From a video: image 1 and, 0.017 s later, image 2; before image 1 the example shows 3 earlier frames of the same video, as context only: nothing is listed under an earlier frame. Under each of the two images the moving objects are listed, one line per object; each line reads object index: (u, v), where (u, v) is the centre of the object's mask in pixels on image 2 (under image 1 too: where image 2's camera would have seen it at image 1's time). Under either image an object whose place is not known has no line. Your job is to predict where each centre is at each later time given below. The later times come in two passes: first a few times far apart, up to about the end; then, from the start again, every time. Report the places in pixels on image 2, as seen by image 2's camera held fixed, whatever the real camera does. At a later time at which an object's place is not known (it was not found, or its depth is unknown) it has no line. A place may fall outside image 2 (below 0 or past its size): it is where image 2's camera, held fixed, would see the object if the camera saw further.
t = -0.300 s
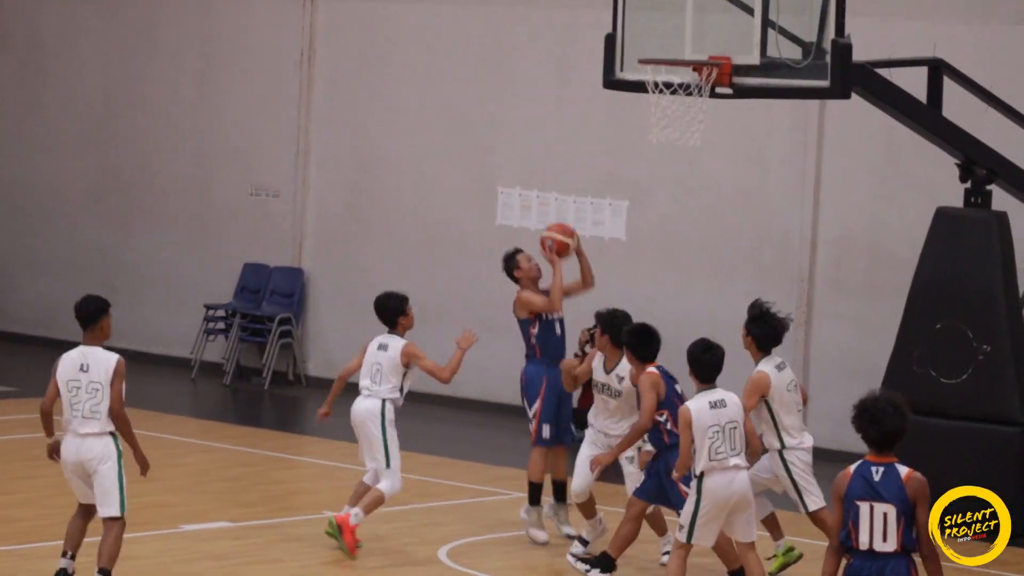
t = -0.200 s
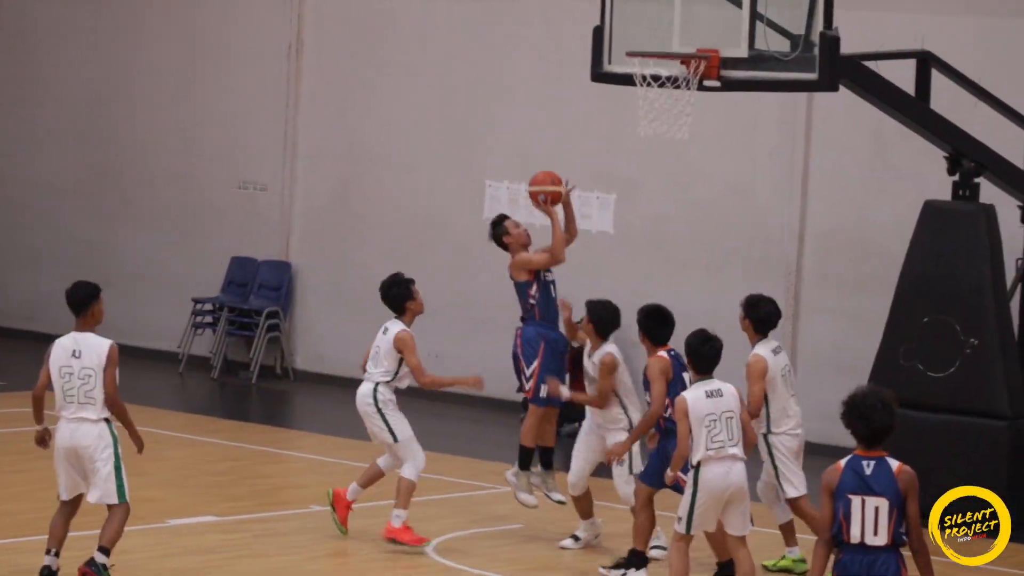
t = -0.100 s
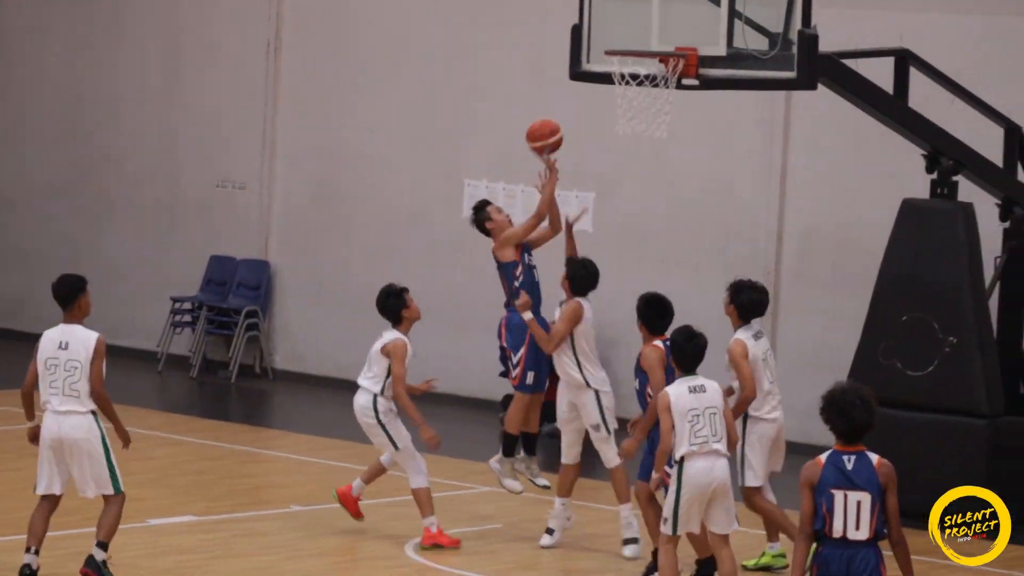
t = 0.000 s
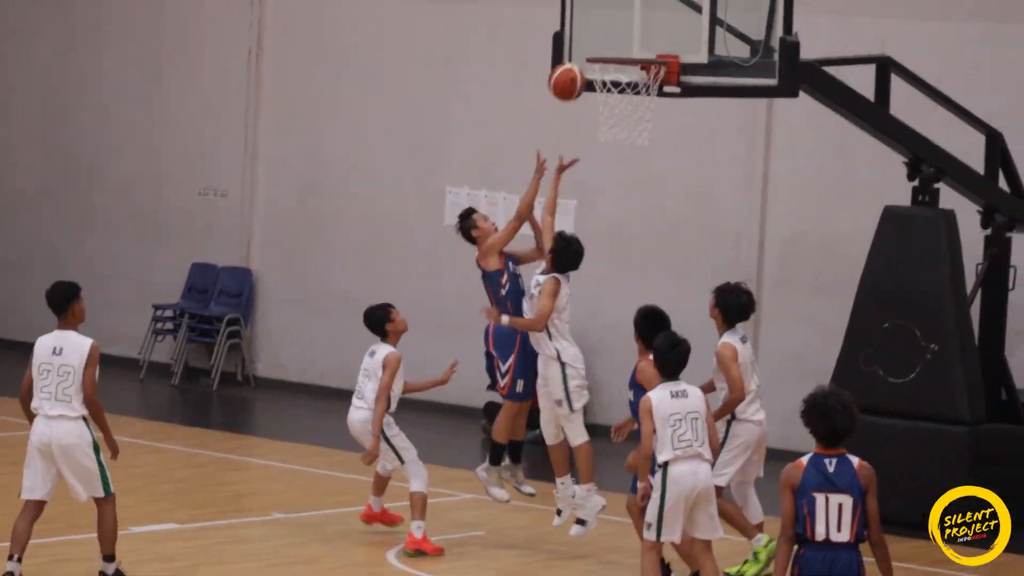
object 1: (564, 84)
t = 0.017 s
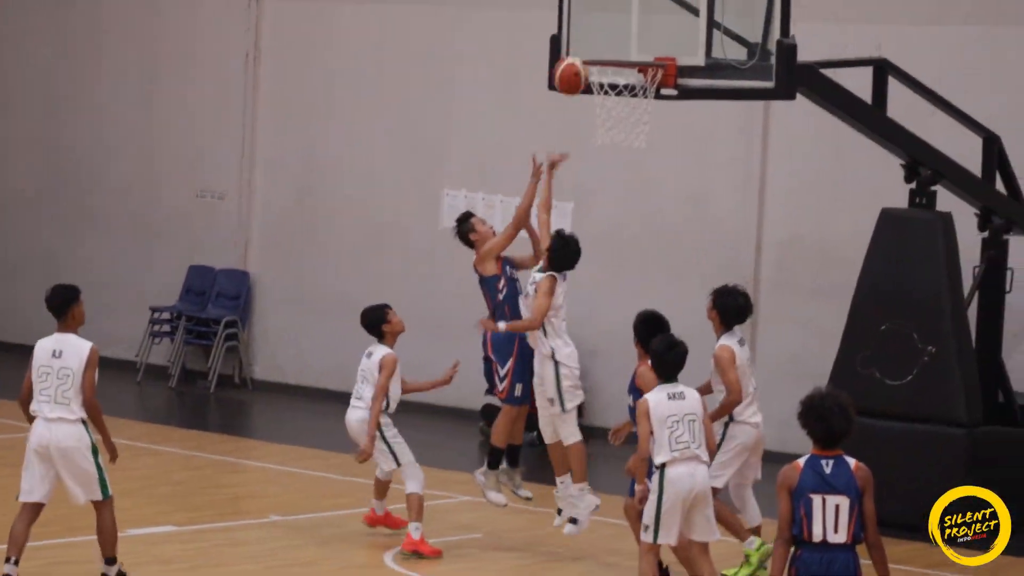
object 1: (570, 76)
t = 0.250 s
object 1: (600, 34)
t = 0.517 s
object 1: (611, 67)
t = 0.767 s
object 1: (619, 163)
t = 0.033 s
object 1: (575, 67)
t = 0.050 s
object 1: (582, 56)
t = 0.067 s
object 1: (591, 49)
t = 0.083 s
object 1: (598, 43)
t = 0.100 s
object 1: (602, 39)
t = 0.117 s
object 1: (602, 38)
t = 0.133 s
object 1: (602, 36)
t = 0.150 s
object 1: (602, 34)
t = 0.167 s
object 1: (601, 33)
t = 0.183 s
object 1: (602, 32)
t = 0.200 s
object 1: (601, 32)
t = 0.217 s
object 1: (601, 32)
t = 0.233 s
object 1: (600, 33)
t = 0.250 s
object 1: (600, 34)
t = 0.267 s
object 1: (600, 35)
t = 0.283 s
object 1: (599, 38)
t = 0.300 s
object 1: (598, 40)
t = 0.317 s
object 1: (599, 40)
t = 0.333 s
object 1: (600, 40)
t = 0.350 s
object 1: (601, 40)
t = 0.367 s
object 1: (602, 41)
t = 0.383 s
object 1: (603, 42)
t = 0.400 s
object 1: (604, 43)
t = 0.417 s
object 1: (606, 44)
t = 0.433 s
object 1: (606, 46)
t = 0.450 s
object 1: (607, 50)
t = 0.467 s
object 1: (608, 54)
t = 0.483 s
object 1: (609, 57)
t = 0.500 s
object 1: (610, 62)
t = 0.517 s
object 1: (611, 67)
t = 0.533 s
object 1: (613, 71)
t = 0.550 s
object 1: (613, 78)
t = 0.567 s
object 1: (614, 84)
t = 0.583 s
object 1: (614, 89)
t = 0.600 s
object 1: (615, 97)
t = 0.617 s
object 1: (615, 104)
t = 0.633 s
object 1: (616, 111)
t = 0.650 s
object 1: (617, 118)
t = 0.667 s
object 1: (618, 124)
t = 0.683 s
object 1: (618, 129)
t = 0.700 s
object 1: (619, 135)
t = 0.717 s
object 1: (618, 141)
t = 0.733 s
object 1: (617, 148)
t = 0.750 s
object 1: (618, 155)
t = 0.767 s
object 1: (619, 163)
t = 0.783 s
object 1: (619, 172)
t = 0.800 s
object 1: (619, 180)
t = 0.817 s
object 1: (619, 189)
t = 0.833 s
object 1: (619, 200)
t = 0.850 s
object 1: (619, 210)
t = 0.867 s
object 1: (618, 221)
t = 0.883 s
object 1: (618, 232)
